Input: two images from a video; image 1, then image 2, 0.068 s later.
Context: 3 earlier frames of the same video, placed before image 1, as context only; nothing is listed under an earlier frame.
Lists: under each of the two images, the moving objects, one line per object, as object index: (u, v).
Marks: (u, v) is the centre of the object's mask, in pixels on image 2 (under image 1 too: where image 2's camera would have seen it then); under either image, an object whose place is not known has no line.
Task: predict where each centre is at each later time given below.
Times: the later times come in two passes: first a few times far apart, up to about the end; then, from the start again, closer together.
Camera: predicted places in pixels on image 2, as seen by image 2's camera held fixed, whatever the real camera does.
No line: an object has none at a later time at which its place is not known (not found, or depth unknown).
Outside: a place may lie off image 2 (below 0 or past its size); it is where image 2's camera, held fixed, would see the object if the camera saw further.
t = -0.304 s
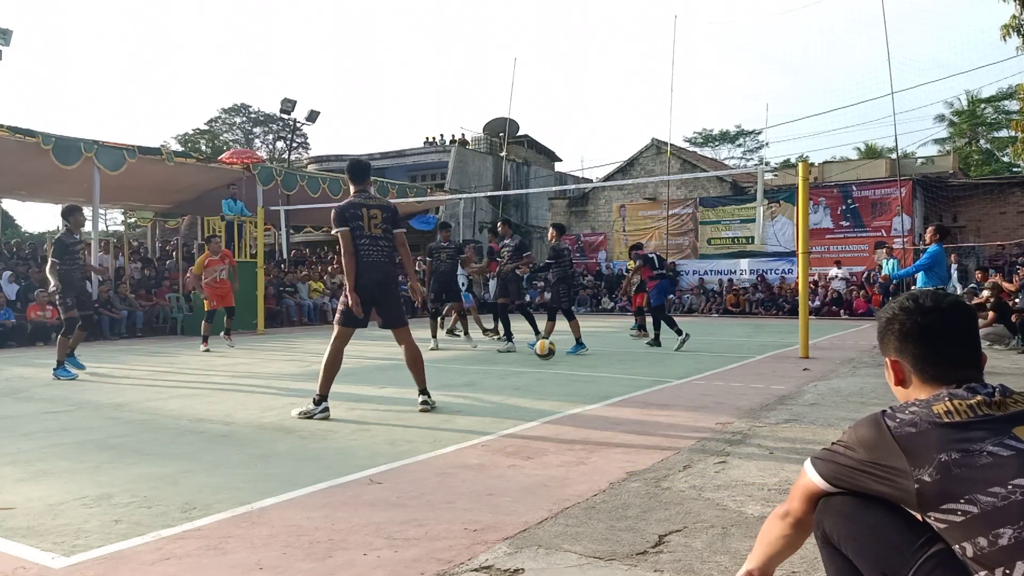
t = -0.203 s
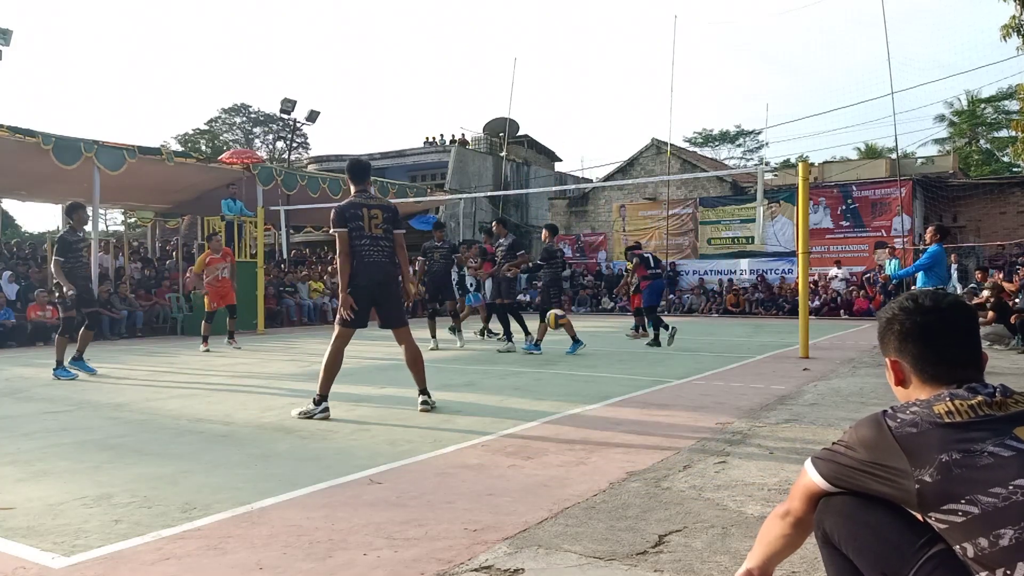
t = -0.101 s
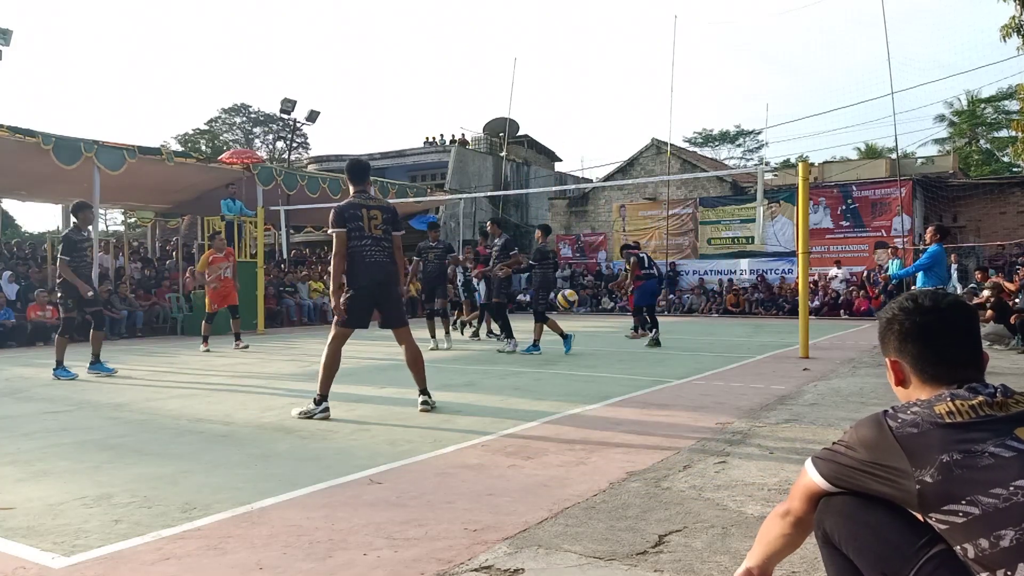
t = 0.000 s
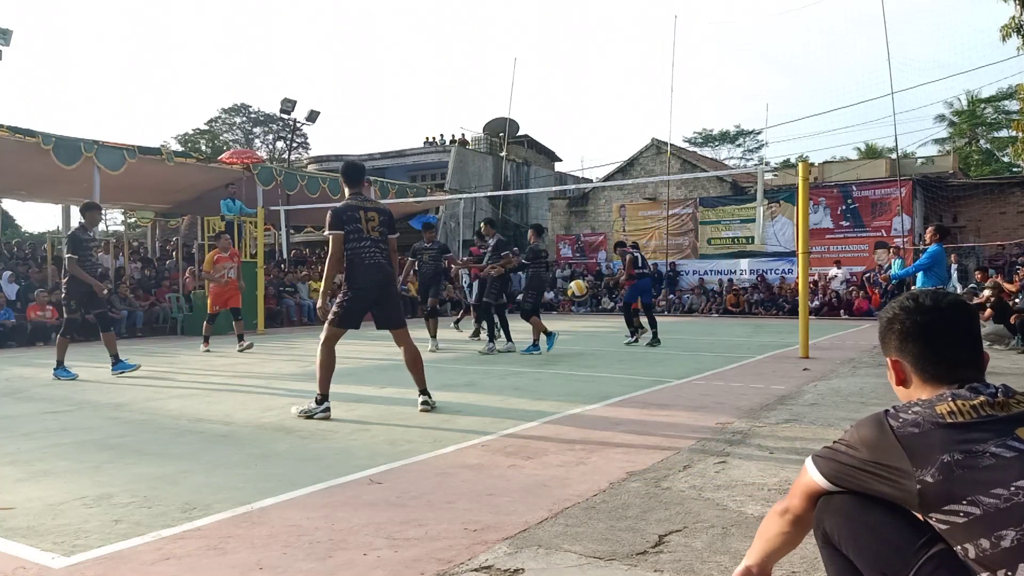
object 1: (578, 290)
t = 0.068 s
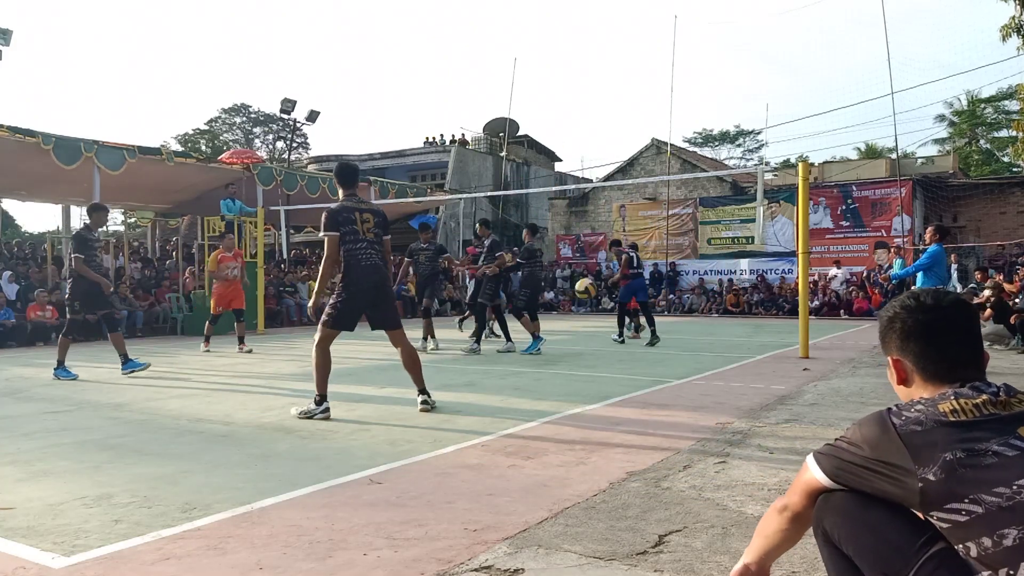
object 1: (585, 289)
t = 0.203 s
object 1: (600, 301)
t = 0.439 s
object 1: (626, 362)
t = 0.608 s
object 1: (644, 331)
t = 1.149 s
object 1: (703, 365)
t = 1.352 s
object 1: (724, 334)
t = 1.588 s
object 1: (748, 333)
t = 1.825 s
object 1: (772, 360)
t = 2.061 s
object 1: (793, 335)
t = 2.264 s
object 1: (810, 357)
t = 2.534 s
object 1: (833, 345)
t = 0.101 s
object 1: (588, 290)
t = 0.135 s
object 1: (593, 293)
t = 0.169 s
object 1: (597, 296)
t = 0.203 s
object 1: (600, 301)
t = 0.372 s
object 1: (618, 340)
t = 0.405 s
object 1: (622, 350)
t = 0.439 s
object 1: (626, 362)
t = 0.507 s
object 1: (633, 356)
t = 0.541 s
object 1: (636, 346)
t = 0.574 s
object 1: (640, 338)
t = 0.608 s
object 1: (644, 331)
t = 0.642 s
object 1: (648, 325)
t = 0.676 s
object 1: (651, 320)
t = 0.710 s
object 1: (655, 316)
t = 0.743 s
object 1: (658, 313)
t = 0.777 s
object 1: (662, 311)
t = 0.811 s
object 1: (665, 310)
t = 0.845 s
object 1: (669, 311)
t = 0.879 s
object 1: (673, 312)
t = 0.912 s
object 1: (677, 315)
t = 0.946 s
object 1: (680, 319)
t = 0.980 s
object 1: (684, 324)
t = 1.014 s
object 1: (688, 330)
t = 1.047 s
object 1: (692, 337)
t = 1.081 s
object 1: (695, 345)
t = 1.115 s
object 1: (699, 355)
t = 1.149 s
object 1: (703, 365)
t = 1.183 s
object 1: (706, 368)
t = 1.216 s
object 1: (710, 359)
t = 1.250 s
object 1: (714, 351)
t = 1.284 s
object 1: (717, 344)
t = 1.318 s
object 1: (720, 338)
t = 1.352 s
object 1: (724, 334)
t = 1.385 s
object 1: (727, 330)
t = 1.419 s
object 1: (731, 328)
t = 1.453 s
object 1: (734, 326)
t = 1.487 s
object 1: (738, 326)
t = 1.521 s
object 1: (741, 327)
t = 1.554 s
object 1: (745, 330)
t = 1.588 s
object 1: (748, 333)
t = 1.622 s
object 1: (752, 337)
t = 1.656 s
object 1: (755, 342)
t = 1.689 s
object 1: (759, 349)
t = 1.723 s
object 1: (763, 356)
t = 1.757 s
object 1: (766, 365)
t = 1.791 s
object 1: (769, 368)
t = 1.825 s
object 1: (772, 360)
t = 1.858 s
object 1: (775, 353)
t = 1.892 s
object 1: (778, 347)
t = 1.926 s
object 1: (781, 343)
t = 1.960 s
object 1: (784, 339)
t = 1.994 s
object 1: (787, 337)
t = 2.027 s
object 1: (790, 335)
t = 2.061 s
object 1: (793, 335)
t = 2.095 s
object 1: (795, 336)
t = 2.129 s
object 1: (798, 338)
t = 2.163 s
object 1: (801, 341)
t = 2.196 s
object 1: (804, 346)
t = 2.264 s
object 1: (810, 357)
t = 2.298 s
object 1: (813, 365)
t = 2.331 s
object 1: (816, 370)
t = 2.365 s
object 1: (819, 363)
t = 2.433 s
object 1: (825, 352)
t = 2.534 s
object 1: (833, 345)
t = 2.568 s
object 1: (836, 344)
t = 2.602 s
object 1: (839, 345)
